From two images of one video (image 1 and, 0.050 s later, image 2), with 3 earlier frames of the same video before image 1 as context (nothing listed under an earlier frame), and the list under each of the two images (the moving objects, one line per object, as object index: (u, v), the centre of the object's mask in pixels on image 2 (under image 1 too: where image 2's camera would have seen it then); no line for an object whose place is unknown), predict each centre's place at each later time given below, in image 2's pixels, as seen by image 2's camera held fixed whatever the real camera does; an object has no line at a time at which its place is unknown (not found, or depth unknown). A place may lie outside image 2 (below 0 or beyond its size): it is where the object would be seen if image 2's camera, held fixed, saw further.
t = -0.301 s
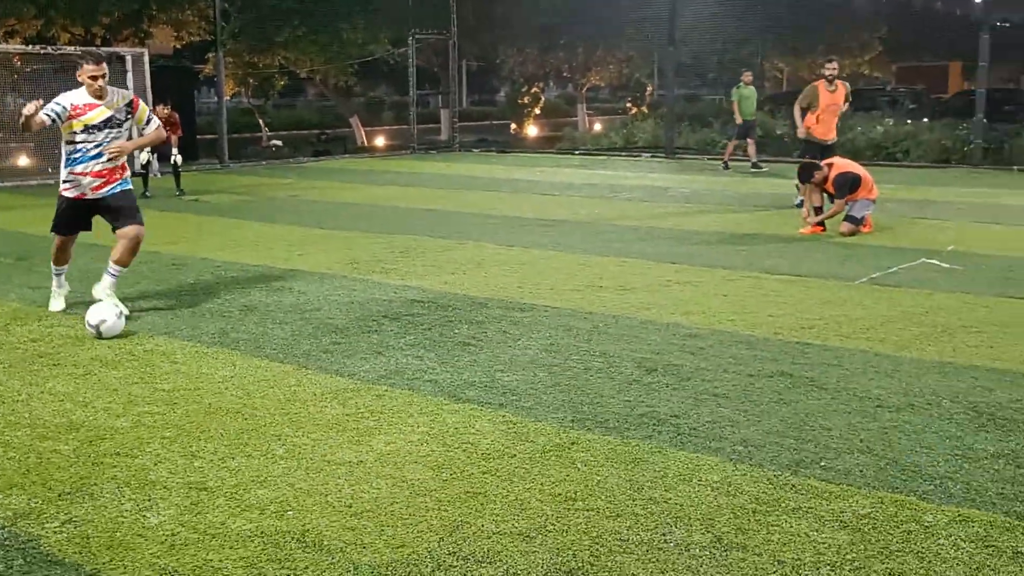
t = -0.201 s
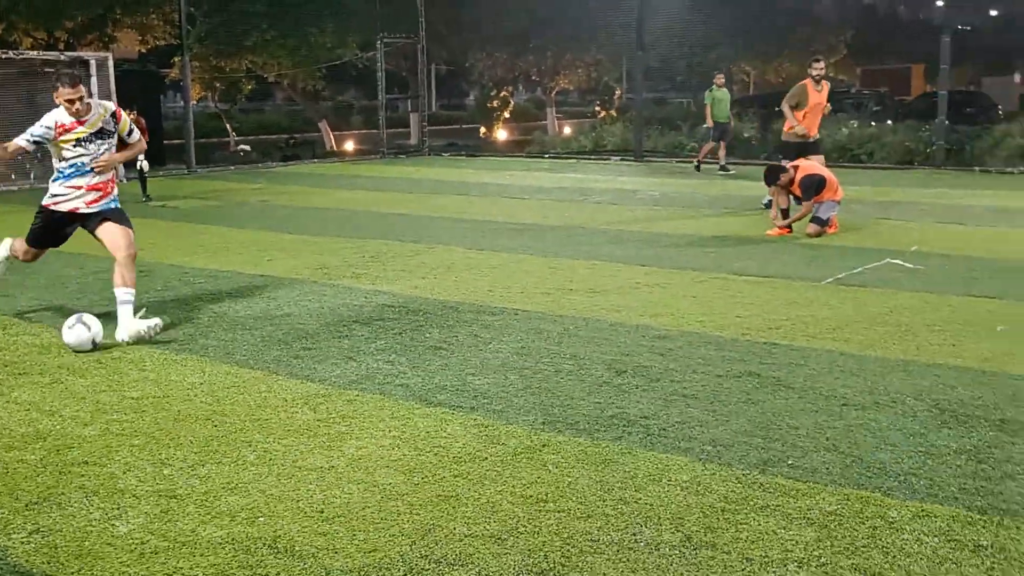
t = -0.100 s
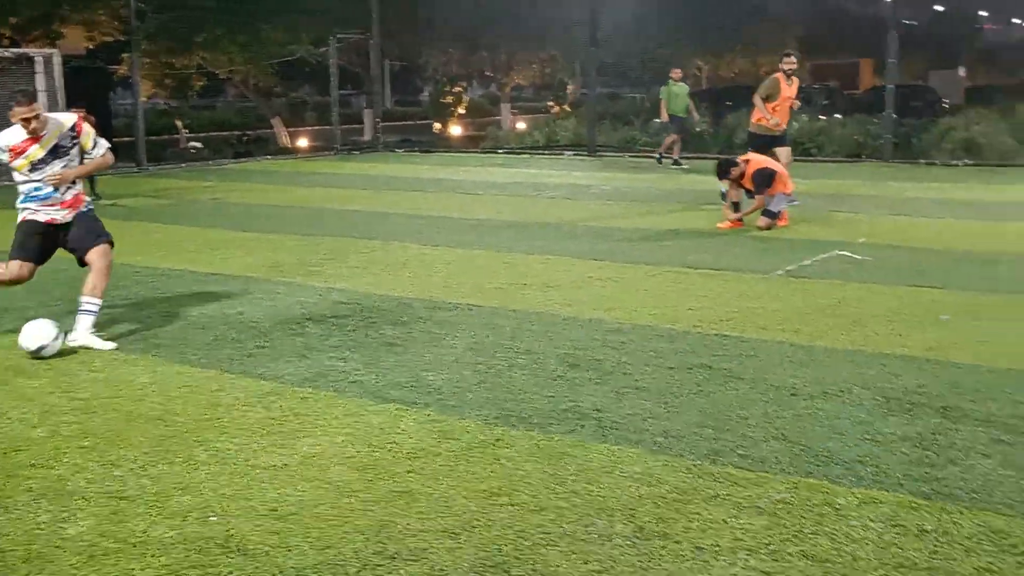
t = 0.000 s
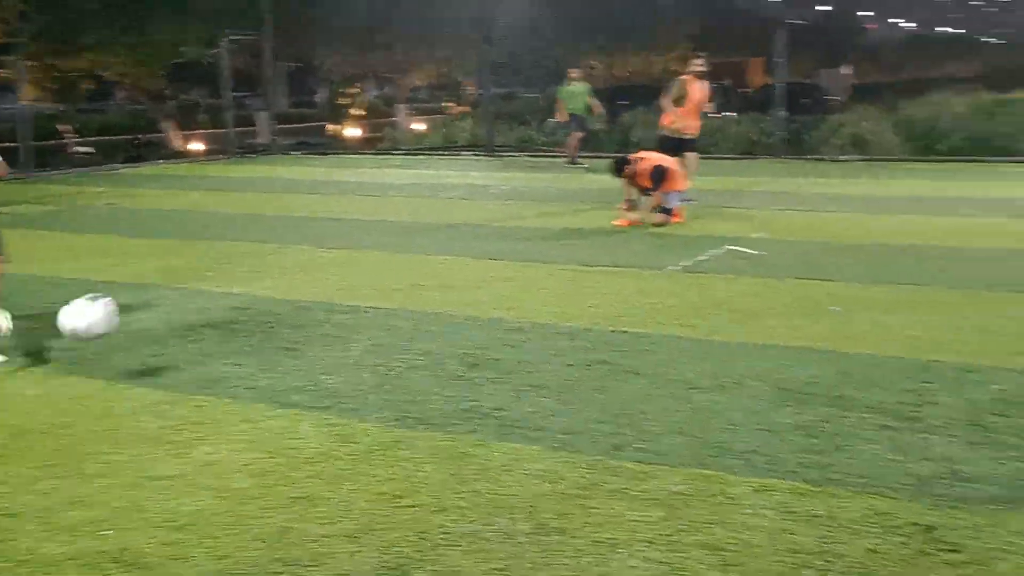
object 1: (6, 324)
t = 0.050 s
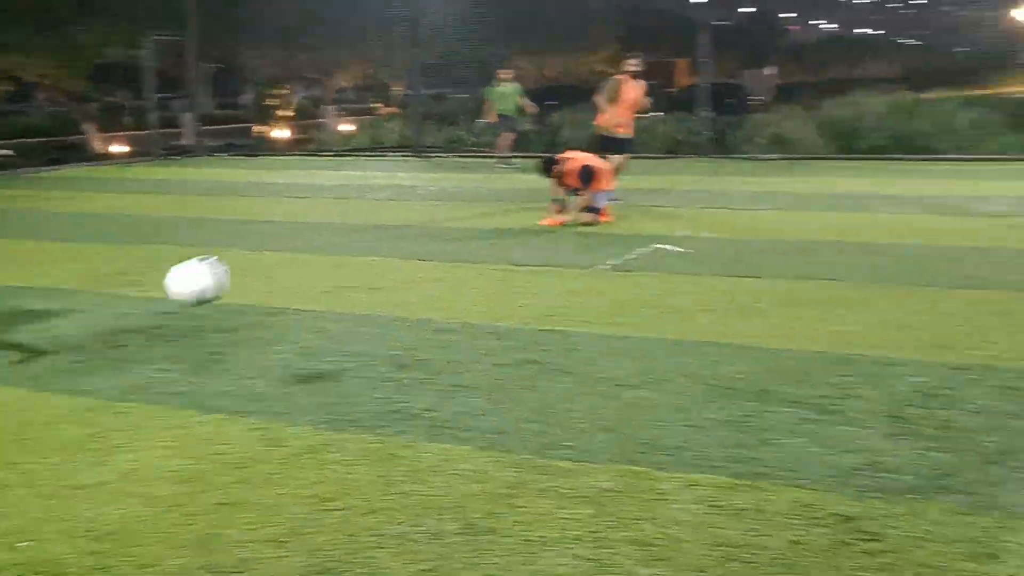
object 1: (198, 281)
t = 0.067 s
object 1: (265, 266)
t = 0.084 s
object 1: (334, 252)
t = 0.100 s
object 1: (405, 238)
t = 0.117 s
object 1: (478, 224)
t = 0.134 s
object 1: (554, 210)
